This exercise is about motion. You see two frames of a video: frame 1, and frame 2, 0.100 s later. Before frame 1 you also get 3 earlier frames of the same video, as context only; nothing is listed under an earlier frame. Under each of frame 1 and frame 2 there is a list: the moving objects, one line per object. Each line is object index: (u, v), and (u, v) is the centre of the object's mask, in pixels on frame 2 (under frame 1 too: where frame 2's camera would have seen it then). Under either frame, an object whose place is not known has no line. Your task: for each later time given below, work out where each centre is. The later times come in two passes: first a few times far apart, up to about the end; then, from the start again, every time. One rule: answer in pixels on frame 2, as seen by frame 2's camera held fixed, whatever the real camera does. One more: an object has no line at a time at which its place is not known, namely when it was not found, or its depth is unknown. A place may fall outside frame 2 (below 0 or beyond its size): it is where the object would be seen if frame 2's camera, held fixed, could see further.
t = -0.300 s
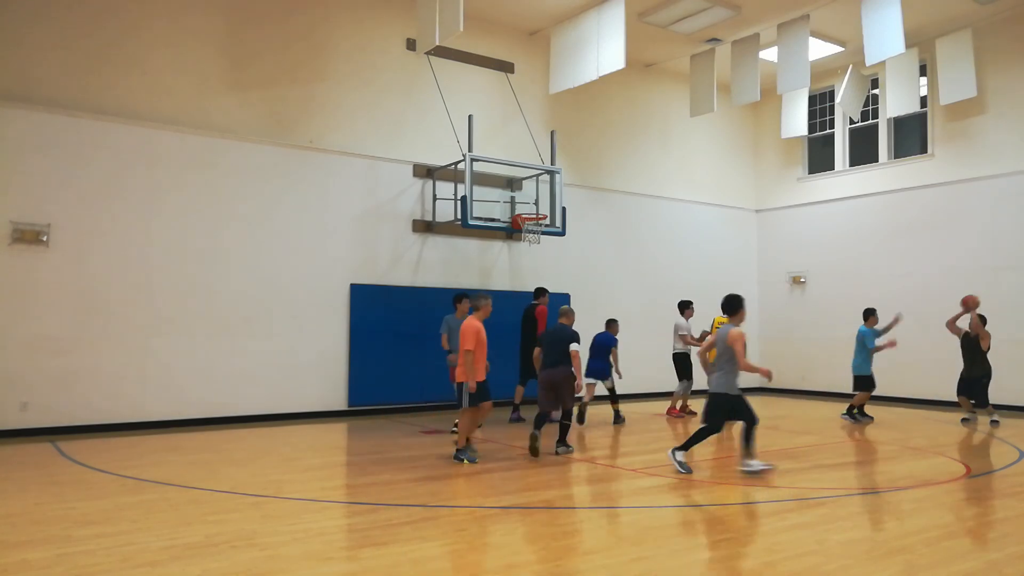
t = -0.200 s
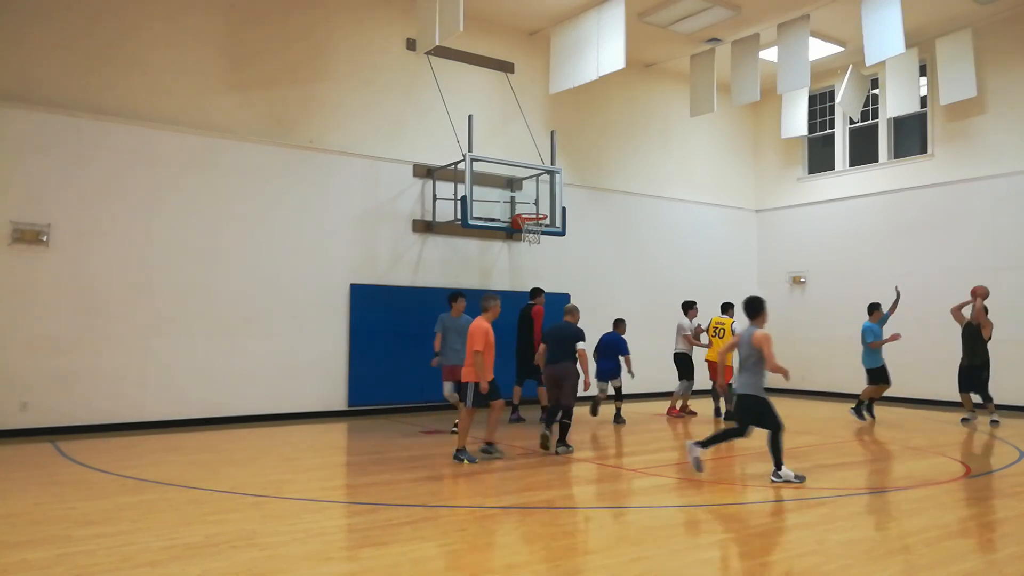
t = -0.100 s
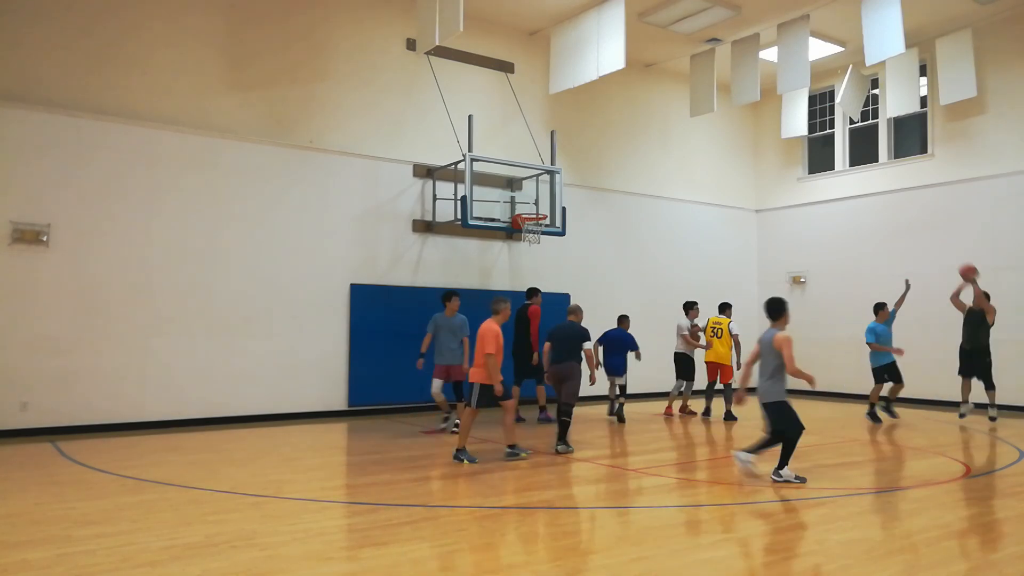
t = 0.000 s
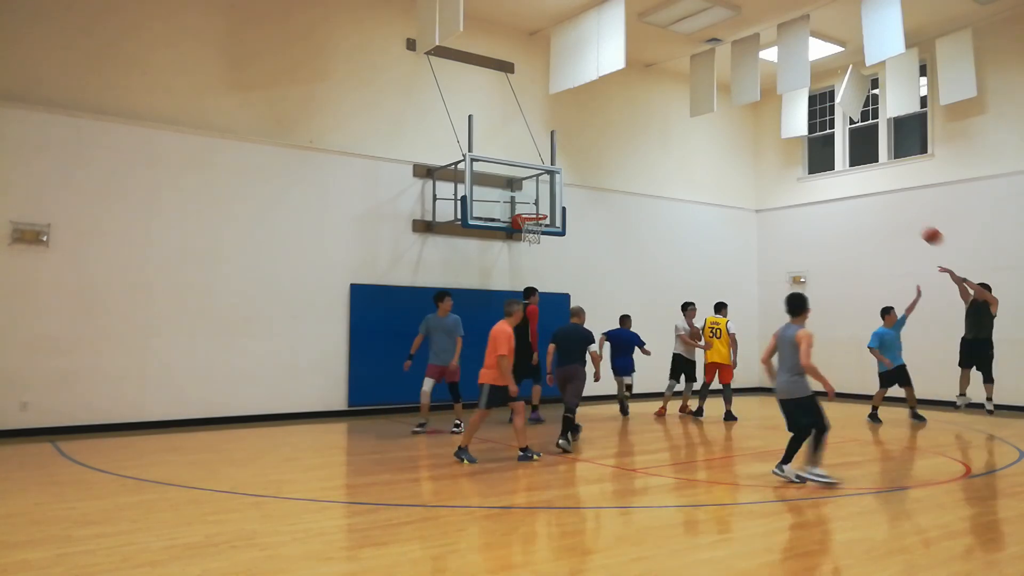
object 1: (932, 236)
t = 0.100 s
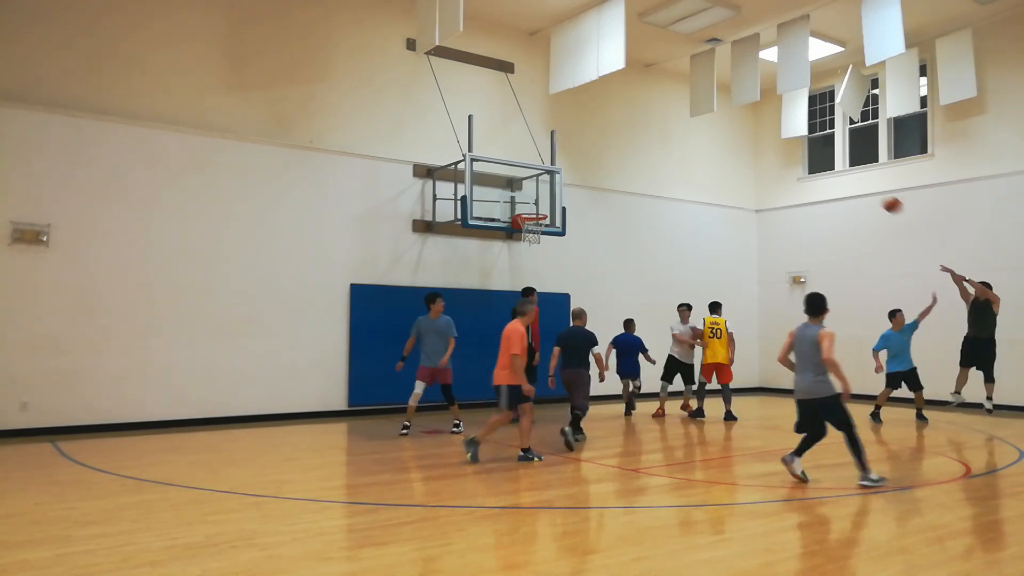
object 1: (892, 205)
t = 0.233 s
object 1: (840, 173)
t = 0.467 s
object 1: (751, 146)
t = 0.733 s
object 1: (651, 157)
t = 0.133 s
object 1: (879, 196)
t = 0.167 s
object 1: (866, 188)
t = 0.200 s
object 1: (852, 180)
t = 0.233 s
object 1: (840, 173)
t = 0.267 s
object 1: (826, 166)
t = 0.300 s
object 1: (814, 162)
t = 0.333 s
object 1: (800, 158)
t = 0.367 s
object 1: (789, 154)
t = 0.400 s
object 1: (776, 150)
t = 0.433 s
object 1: (763, 148)
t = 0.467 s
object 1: (751, 146)
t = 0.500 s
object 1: (738, 145)
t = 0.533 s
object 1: (726, 144)
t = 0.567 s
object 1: (714, 145)
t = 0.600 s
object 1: (701, 146)
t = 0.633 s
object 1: (688, 148)
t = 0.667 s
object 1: (676, 150)
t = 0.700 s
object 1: (664, 153)
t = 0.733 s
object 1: (651, 157)
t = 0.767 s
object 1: (639, 162)
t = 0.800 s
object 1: (627, 167)
